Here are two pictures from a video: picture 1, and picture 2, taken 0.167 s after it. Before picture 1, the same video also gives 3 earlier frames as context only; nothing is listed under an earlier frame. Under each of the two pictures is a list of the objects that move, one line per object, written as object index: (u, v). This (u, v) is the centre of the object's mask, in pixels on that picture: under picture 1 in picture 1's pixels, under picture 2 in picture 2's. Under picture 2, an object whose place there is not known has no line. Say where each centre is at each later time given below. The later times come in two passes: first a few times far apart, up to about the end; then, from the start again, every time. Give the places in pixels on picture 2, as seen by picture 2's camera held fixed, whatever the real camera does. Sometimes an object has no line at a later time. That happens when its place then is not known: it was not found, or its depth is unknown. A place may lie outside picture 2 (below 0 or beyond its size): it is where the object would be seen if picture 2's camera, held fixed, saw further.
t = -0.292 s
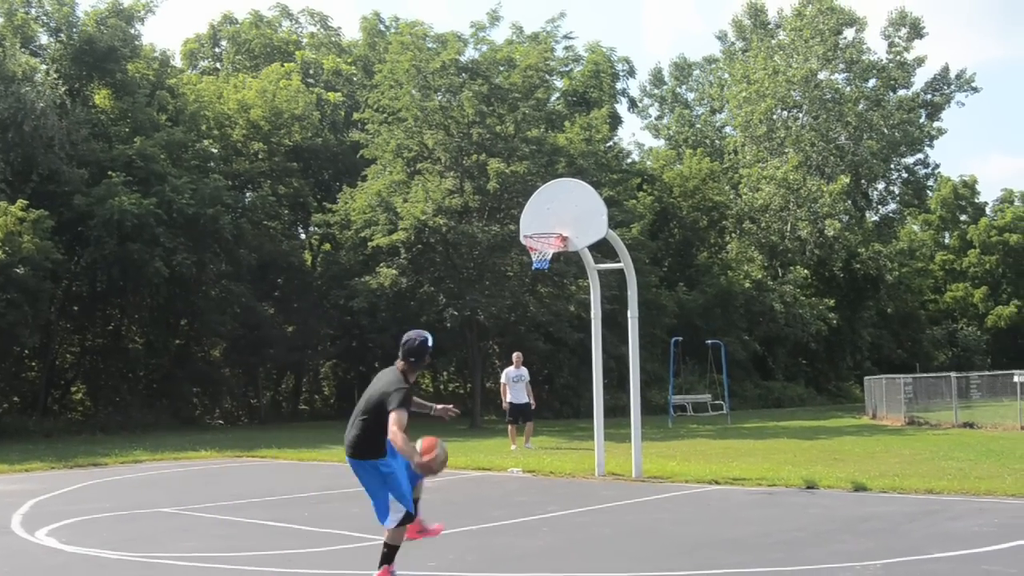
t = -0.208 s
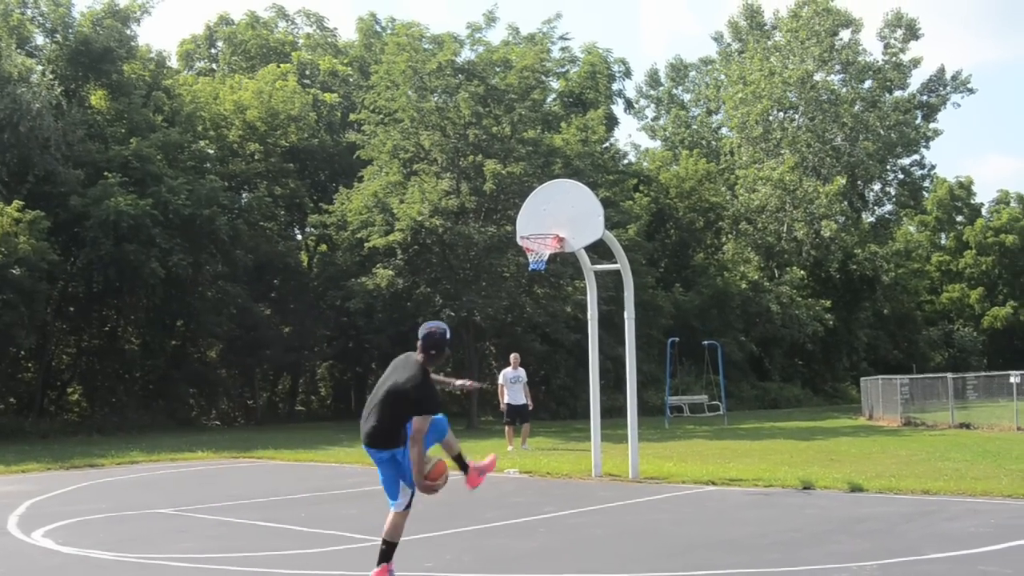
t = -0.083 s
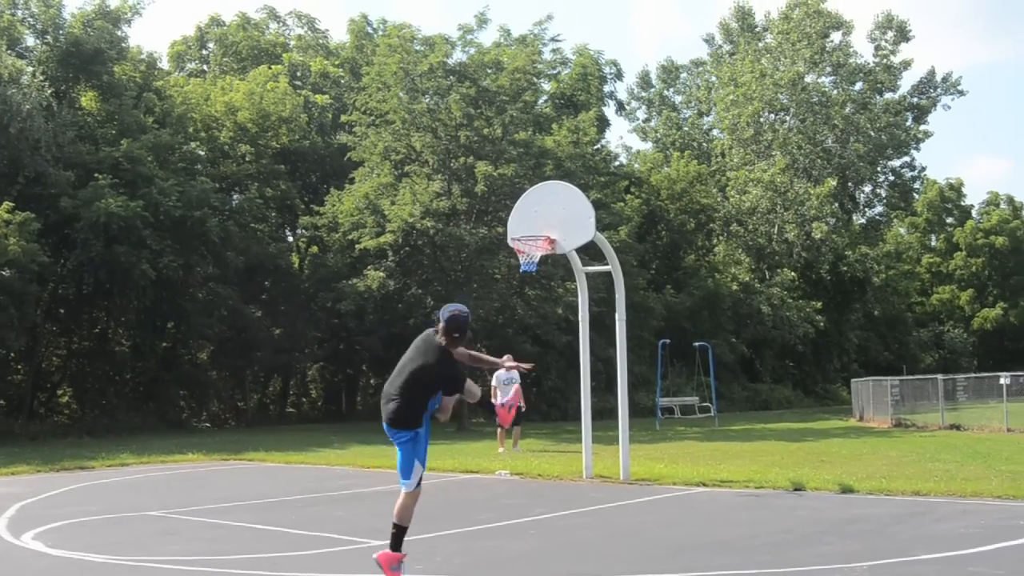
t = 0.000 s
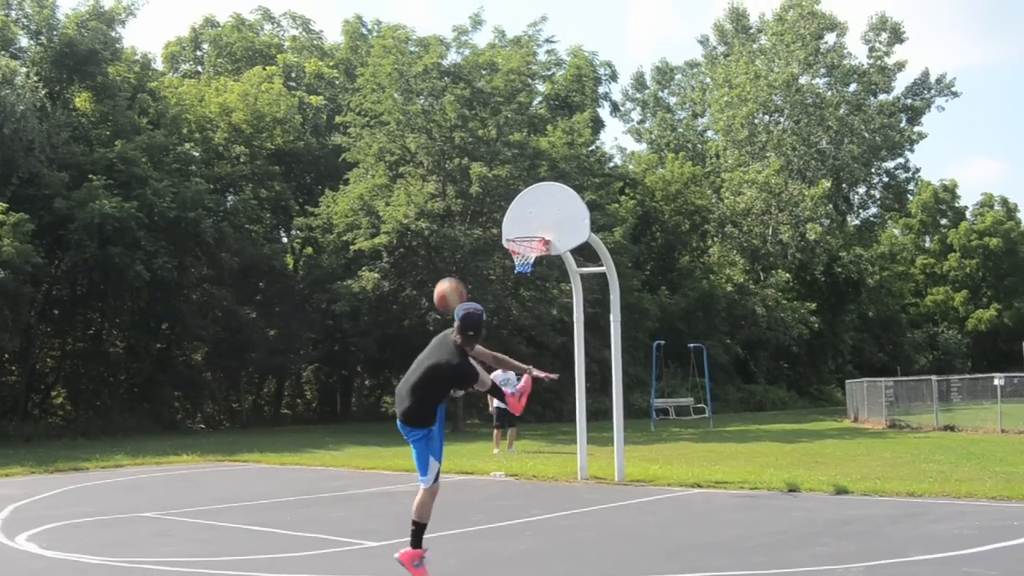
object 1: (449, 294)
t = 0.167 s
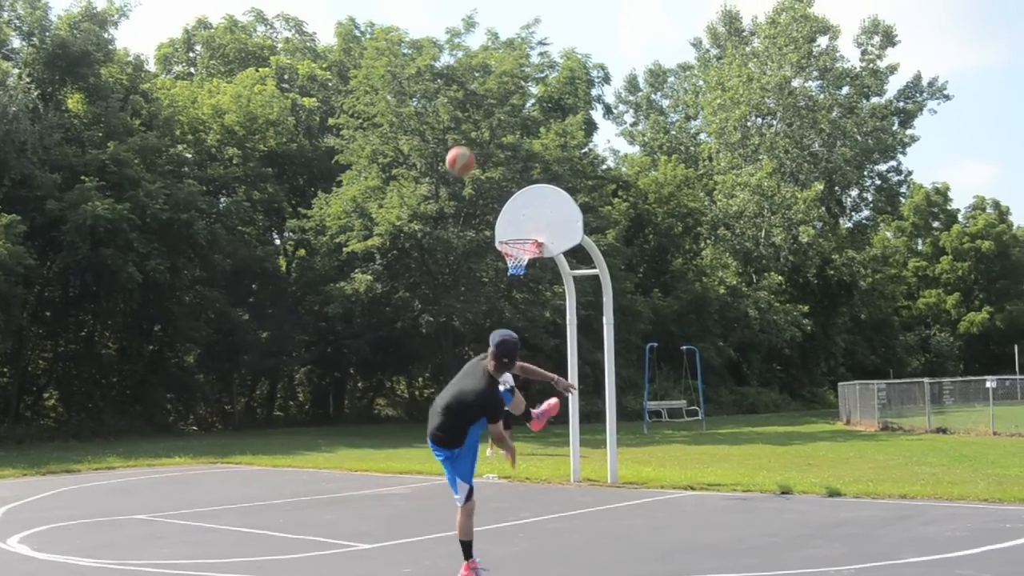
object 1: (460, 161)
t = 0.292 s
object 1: (471, 97)
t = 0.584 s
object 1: (492, 38)
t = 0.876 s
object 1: (503, 71)
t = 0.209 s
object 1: (464, 136)
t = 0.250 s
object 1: (468, 114)
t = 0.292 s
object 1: (471, 97)
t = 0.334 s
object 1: (475, 80)
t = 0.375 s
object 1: (478, 67)
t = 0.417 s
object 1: (481, 58)
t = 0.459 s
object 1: (484, 49)
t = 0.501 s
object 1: (487, 43)
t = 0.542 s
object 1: (489, 40)
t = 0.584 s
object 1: (492, 38)
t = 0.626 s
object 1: (493, 38)
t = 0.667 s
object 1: (496, 39)
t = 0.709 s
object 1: (499, 41)
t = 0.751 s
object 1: (500, 46)
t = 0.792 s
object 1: (502, 52)
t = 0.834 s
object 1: (502, 61)
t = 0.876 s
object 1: (503, 71)
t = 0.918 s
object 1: (505, 80)
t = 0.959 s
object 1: (507, 91)
